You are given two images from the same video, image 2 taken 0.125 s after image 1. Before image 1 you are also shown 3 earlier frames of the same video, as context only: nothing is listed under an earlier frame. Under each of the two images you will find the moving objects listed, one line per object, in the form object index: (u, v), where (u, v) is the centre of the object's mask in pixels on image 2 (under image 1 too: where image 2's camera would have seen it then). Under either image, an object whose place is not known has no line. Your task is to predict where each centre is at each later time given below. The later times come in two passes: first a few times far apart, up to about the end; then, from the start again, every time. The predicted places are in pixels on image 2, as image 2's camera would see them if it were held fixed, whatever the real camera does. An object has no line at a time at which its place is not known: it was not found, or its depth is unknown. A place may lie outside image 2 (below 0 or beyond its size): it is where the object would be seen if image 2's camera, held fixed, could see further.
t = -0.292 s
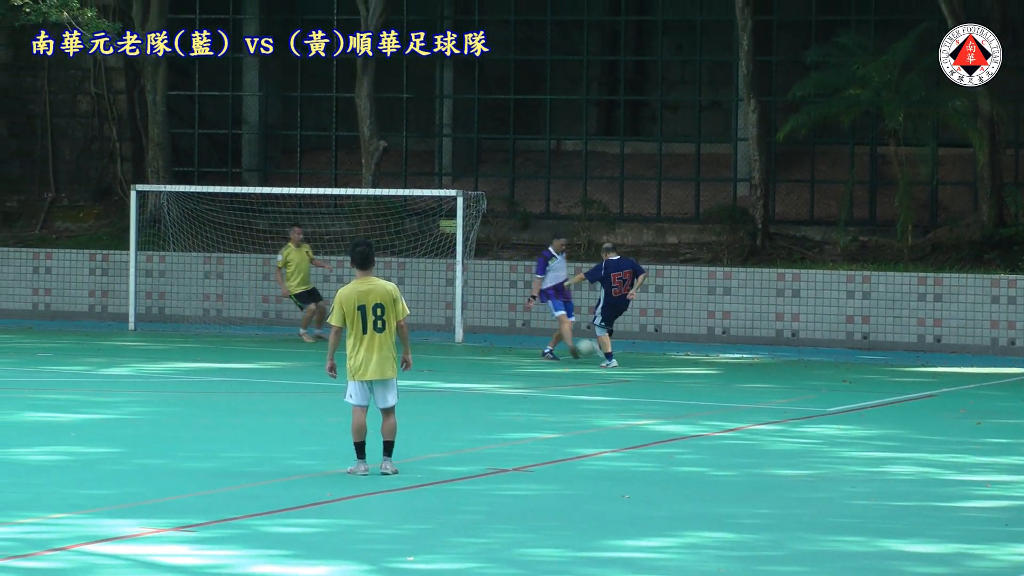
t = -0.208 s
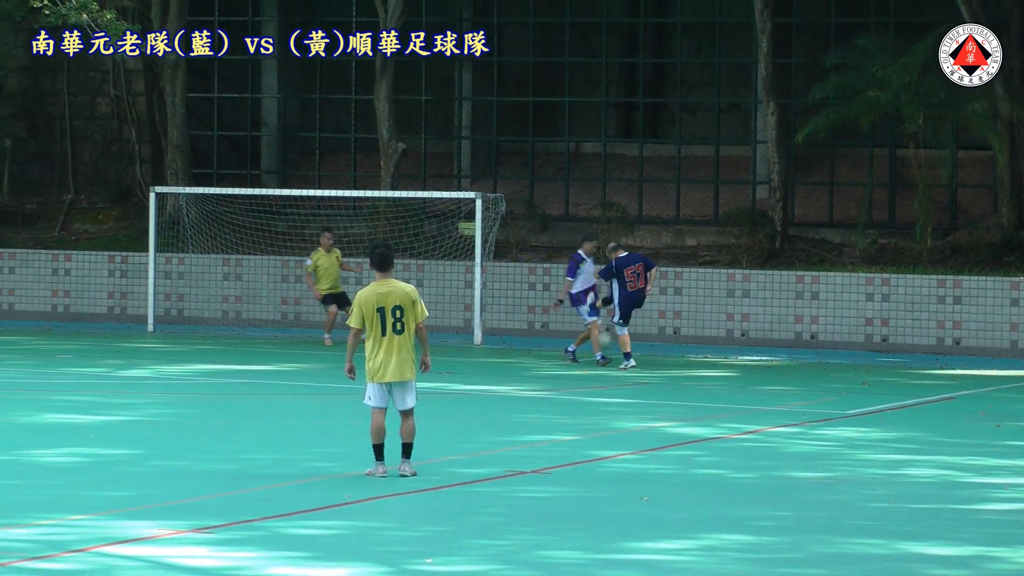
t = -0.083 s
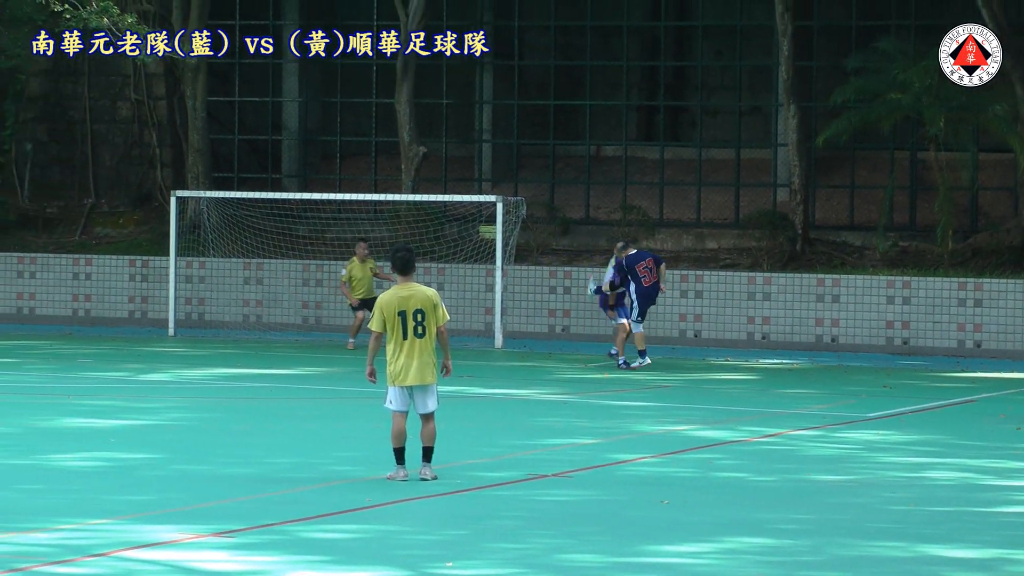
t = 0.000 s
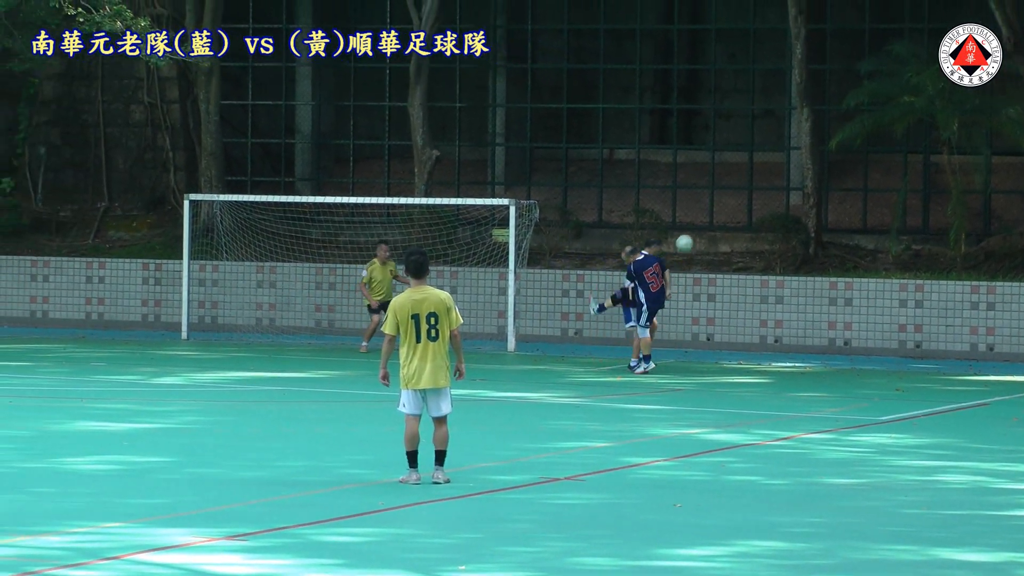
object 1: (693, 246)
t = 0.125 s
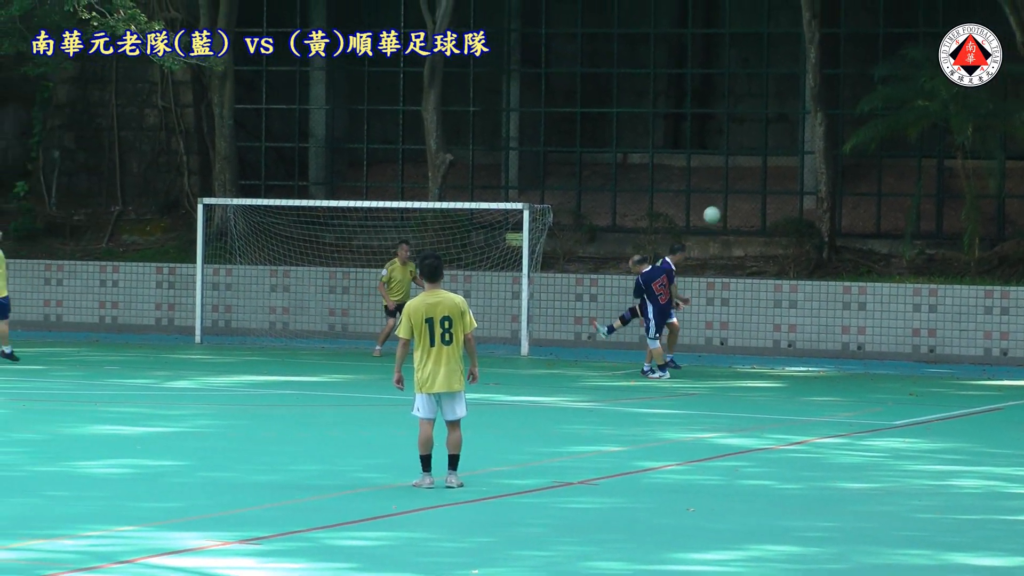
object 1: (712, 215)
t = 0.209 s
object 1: (723, 202)
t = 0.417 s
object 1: (749, 189)
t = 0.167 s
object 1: (718, 208)
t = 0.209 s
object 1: (723, 202)
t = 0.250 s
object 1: (728, 196)
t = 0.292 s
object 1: (733, 192)
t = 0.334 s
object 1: (739, 190)
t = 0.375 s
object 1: (743, 189)
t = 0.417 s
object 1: (749, 189)
